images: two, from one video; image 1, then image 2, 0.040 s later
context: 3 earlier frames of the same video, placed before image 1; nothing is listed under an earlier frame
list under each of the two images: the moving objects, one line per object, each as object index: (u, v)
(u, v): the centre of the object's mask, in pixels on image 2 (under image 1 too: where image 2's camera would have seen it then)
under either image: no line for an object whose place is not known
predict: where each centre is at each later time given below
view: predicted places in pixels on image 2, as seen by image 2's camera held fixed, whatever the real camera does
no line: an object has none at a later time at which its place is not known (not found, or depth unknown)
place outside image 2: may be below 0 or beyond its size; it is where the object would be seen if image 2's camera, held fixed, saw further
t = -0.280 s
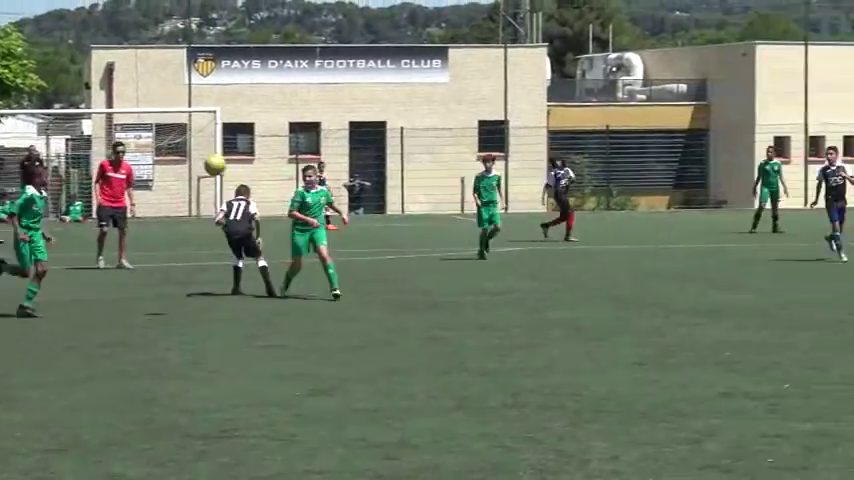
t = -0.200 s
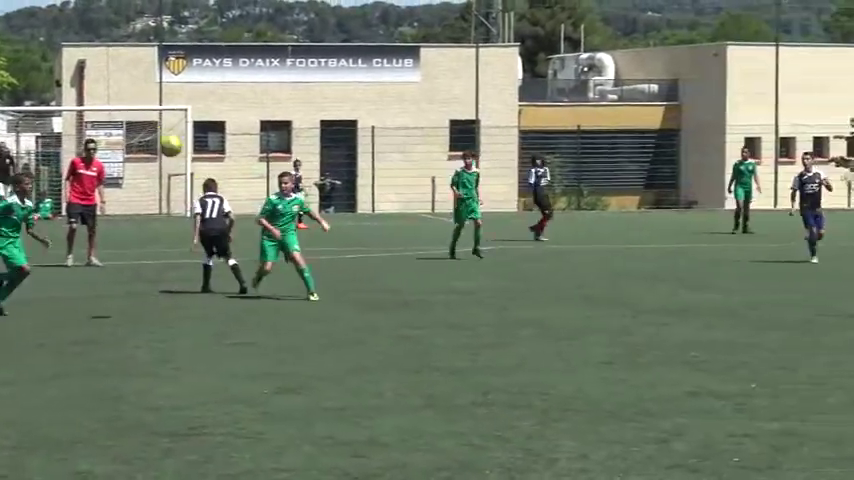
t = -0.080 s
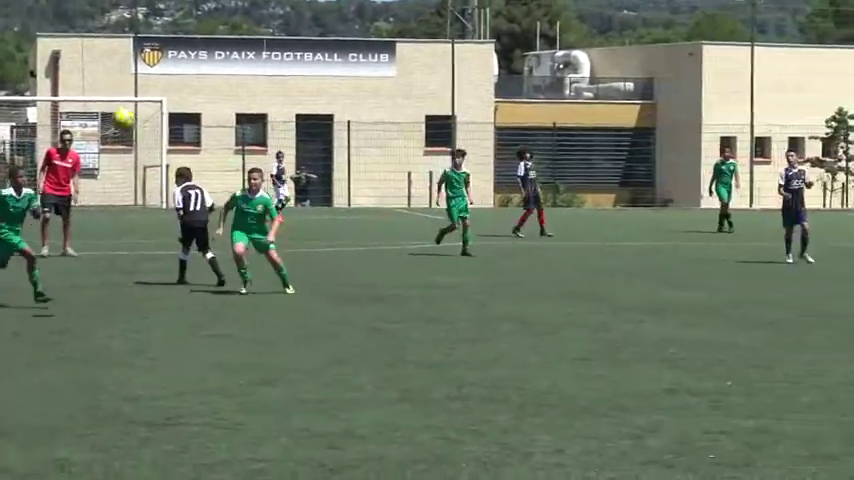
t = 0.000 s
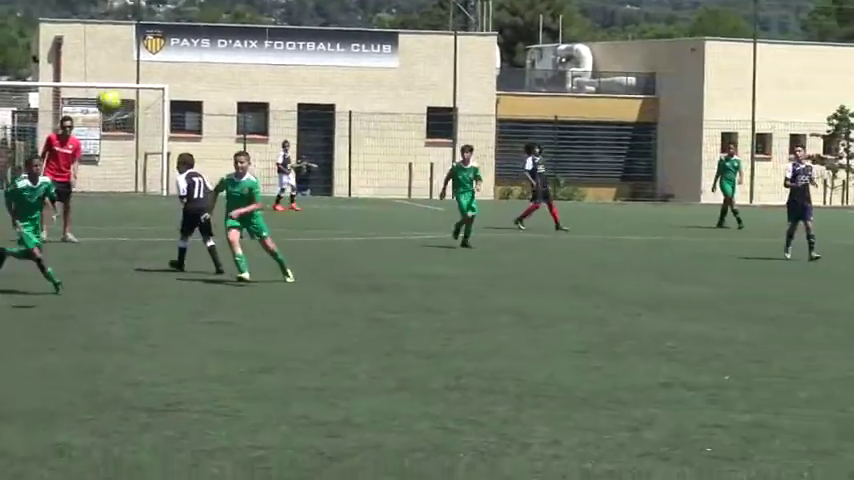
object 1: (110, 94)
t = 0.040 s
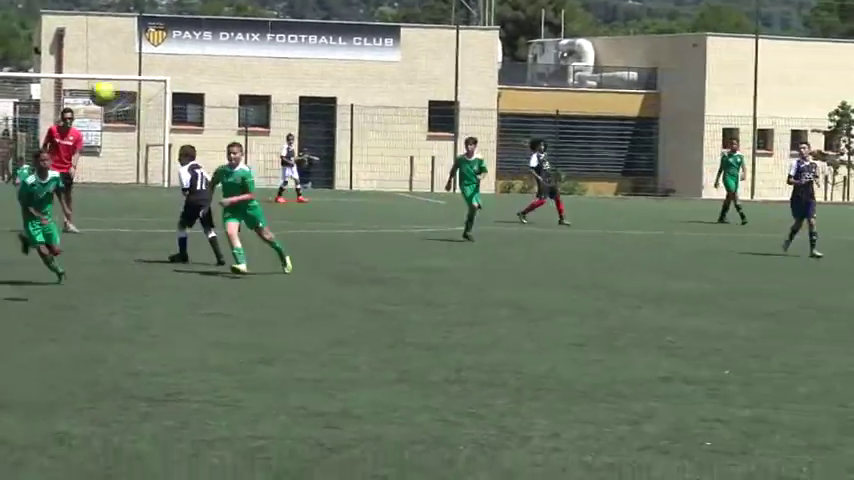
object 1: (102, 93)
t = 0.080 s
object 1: (95, 96)
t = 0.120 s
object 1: (87, 100)
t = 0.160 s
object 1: (75, 105)
